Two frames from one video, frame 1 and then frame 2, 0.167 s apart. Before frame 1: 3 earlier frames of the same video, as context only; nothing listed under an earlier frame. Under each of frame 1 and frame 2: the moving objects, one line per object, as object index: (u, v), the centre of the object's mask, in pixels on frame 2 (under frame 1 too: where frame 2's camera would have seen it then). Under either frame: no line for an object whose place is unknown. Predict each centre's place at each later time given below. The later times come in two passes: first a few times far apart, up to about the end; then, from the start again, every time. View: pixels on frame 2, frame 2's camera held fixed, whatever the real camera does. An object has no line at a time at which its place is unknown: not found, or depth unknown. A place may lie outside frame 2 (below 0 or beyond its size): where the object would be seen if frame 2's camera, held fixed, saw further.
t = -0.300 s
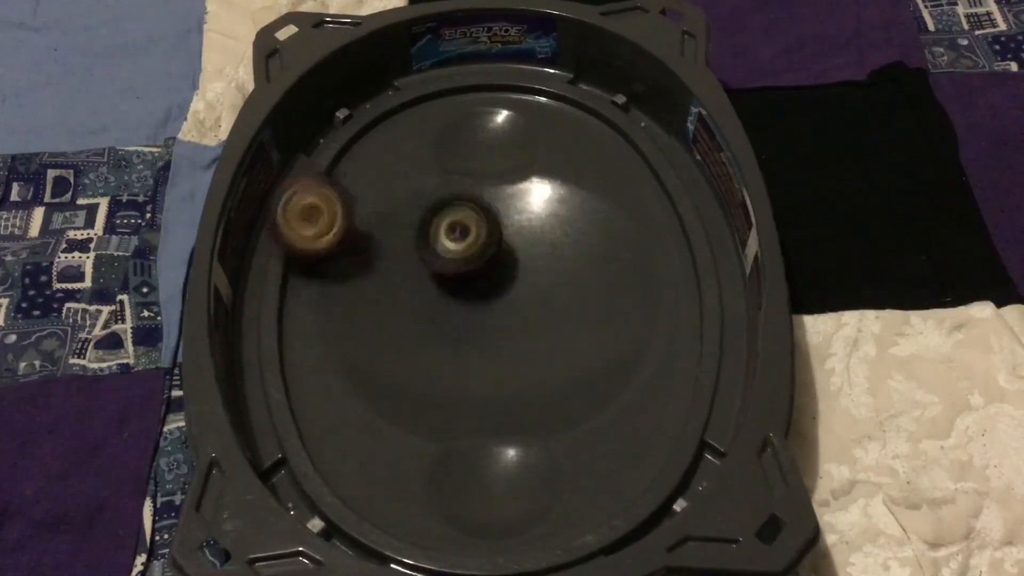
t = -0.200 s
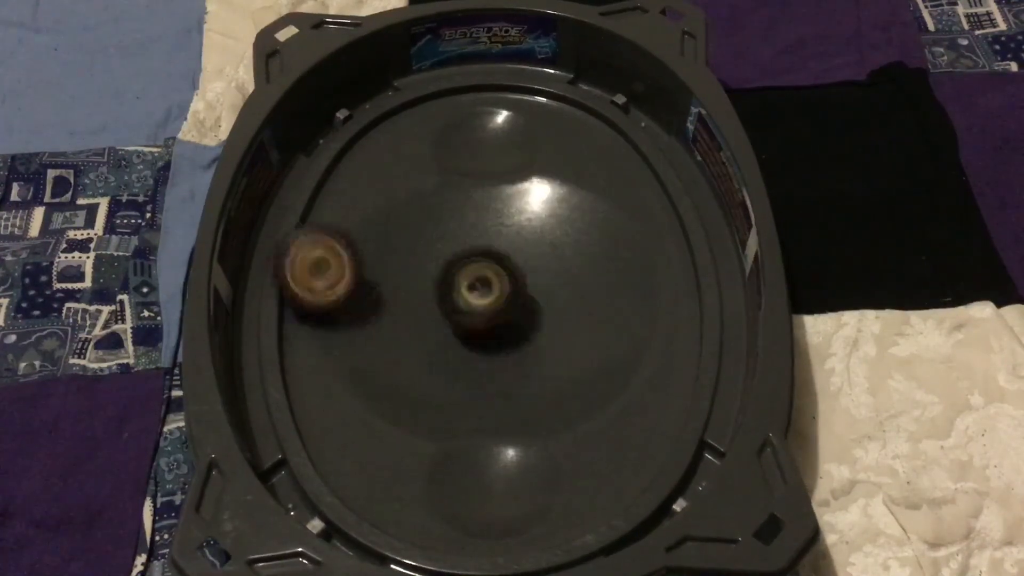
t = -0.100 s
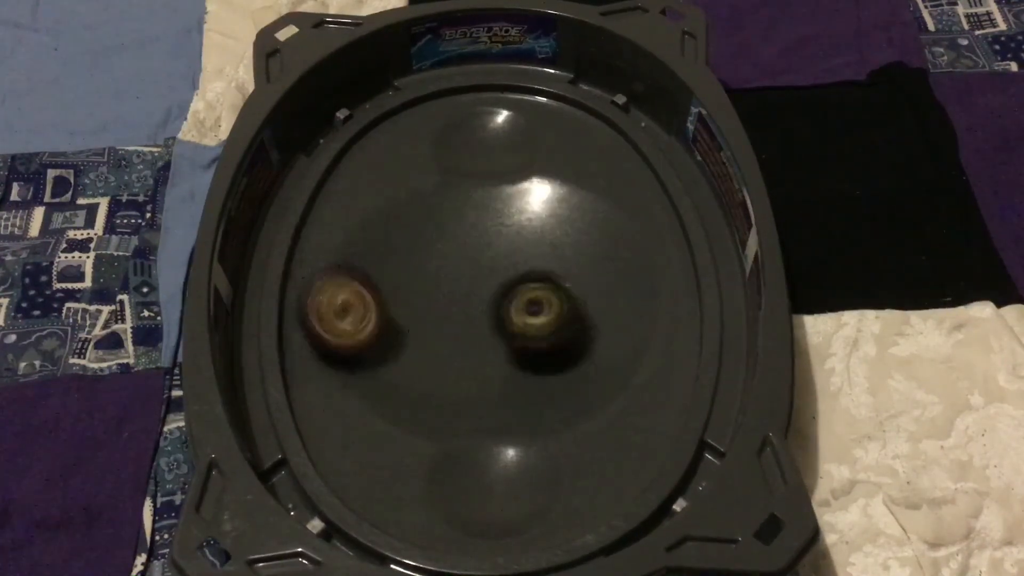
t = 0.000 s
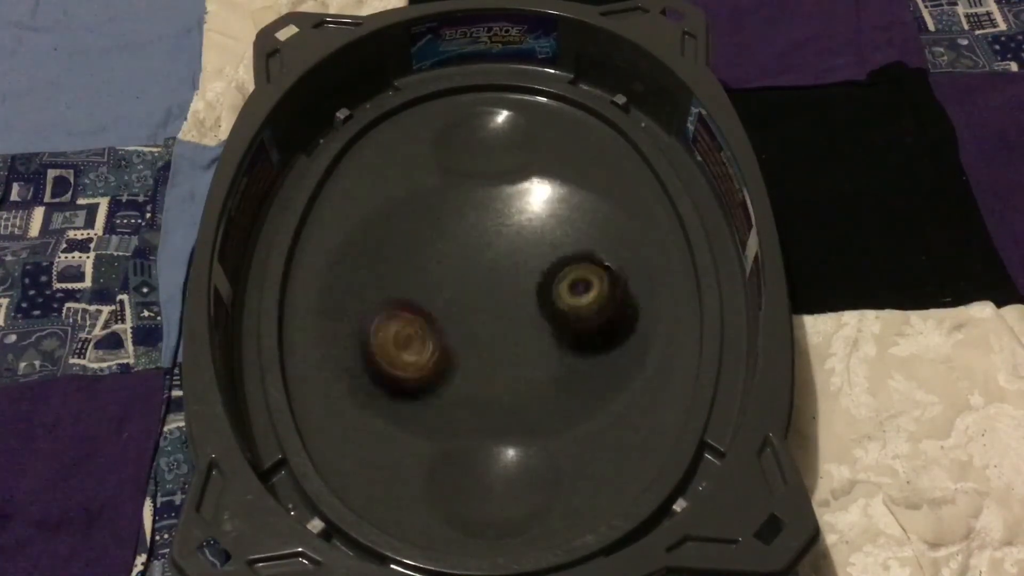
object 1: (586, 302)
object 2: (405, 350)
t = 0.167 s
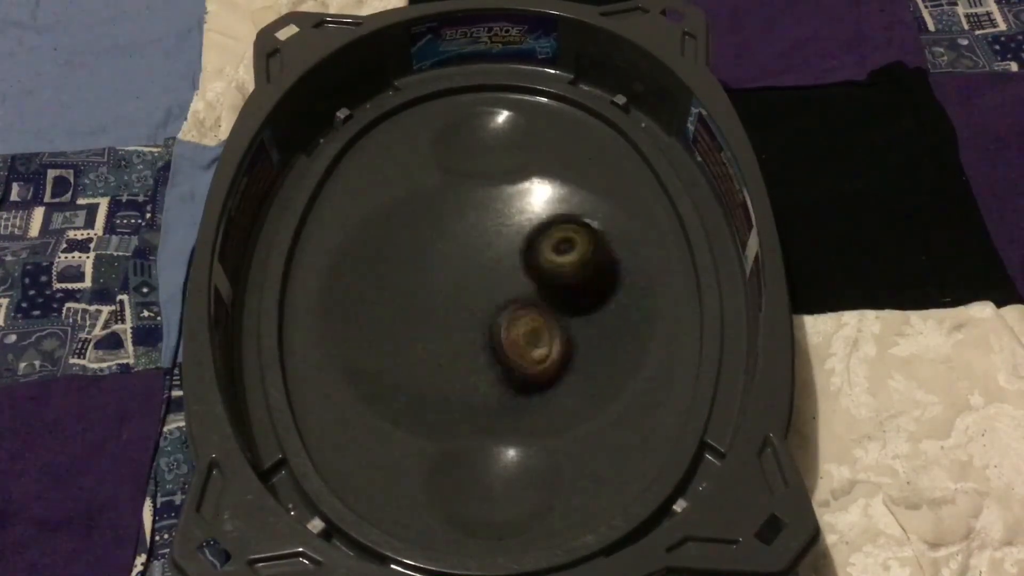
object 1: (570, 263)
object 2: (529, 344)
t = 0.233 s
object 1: (542, 252)
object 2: (555, 329)
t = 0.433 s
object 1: (424, 257)
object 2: (526, 344)
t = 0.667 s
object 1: (348, 313)
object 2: (442, 366)
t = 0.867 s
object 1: (372, 293)
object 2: (543, 383)
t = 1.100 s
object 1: (419, 232)
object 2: (572, 314)
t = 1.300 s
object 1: (449, 190)
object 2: (502, 257)
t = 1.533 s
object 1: (508, 106)
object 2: (491, 309)
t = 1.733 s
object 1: (503, 113)
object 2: (474, 297)
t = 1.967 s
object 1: (506, 149)
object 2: (443, 278)
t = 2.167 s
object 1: (501, 126)
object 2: (443, 279)
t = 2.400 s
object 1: (472, 197)
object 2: (481, 288)
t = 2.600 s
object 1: (379, 226)
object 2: (535, 346)
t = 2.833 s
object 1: (385, 319)
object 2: (547, 339)
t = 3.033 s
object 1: (469, 349)
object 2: (555, 296)
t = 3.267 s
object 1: (536, 330)
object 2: (515, 259)
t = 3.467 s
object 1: (545, 308)
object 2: (469, 282)
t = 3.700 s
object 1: (522, 265)
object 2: (454, 312)
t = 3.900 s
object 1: (514, 235)
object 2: (473, 325)
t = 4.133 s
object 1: (485, 215)
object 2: (497, 312)
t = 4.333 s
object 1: (461, 223)
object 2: (501, 315)
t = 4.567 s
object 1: (446, 250)
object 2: (501, 324)
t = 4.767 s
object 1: (450, 255)
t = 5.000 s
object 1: (455, 250)
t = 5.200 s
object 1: (453, 248)
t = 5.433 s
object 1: (480, 250)
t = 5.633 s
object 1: (492, 258)
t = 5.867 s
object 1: (507, 269)
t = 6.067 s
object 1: (513, 267)
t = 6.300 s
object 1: (511, 263)
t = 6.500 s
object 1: (504, 261)
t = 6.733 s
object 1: (519, 265)
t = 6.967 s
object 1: (526, 286)
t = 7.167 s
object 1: (547, 283)
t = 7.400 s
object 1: (528, 279)
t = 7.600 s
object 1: (524, 277)
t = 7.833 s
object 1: (523, 282)
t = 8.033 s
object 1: (523, 284)
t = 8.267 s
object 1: (519, 276)
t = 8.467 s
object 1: (520, 281)
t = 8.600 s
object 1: (522, 283)
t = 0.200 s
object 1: (557, 257)
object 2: (545, 335)
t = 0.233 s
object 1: (542, 252)
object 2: (555, 329)
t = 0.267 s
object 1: (523, 252)
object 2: (558, 325)
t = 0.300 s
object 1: (505, 256)
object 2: (555, 321)
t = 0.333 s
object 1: (488, 262)
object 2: (548, 318)
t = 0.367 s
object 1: (470, 263)
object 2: (542, 323)
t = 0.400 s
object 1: (445, 258)
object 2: (537, 335)
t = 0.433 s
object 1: (424, 257)
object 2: (526, 344)
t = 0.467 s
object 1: (402, 262)
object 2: (512, 352)
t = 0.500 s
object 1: (379, 266)
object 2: (493, 355)
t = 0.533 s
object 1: (366, 279)
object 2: (471, 356)
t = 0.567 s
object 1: (360, 301)
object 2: (448, 350)
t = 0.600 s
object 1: (349, 304)
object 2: (442, 352)
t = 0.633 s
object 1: (345, 306)
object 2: (441, 357)
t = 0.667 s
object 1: (348, 313)
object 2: (442, 366)
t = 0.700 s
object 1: (358, 327)
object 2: (444, 368)
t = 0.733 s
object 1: (356, 321)
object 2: (457, 374)
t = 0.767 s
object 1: (357, 314)
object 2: (483, 382)
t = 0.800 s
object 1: (360, 306)
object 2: (506, 385)
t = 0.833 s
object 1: (366, 300)
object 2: (525, 386)
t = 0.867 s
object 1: (372, 293)
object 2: (543, 383)
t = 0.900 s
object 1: (378, 287)
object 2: (559, 379)
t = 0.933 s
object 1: (388, 284)
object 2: (571, 371)
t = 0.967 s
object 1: (395, 274)
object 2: (580, 363)
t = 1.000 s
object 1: (401, 264)
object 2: (583, 353)
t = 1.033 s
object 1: (408, 253)
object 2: (583, 341)
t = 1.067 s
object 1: (414, 243)
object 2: (579, 326)
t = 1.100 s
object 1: (419, 232)
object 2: (572, 314)
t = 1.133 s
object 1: (424, 223)
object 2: (563, 300)
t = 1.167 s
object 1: (430, 215)
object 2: (550, 290)
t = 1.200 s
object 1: (435, 208)
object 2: (536, 279)
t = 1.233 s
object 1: (440, 202)
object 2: (524, 271)
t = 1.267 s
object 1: (445, 196)
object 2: (512, 264)
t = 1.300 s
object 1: (449, 190)
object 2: (502, 257)
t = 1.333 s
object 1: (455, 185)
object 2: (493, 254)
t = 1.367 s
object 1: (461, 182)
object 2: (484, 247)
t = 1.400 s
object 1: (472, 175)
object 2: (483, 258)
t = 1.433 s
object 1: (478, 165)
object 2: (485, 274)
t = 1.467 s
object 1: (485, 149)
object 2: (487, 289)
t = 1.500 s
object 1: (497, 131)
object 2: (490, 300)
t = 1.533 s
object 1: (508, 106)
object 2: (491, 309)
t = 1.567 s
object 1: (513, 87)
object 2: (492, 312)
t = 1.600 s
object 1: (515, 72)
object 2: (492, 312)
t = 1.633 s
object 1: (514, 71)
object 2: (490, 309)
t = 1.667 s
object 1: (512, 86)
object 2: (484, 303)
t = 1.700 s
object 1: (509, 106)
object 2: (479, 300)
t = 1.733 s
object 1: (503, 113)
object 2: (474, 297)
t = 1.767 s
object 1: (495, 125)
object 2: (468, 293)
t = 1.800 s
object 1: (489, 135)
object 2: (463, 290)
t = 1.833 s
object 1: (488, 144)
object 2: (458, 287)
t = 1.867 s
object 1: (491, 149)
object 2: (452, 283)
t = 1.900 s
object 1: (495, 152)
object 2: (449, 281)
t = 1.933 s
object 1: (501, 153)
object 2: (446, 280)
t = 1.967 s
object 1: (506, 149)
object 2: (443, 278)
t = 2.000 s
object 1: (511, 142)
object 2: (441, 277)
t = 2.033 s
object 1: (514, 135)
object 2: (440, 277)
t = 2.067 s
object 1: (517, 127)
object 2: (439, 276)
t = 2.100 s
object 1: (515, 123)
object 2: (439, 277)
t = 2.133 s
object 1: (510, 121)
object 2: (440, 278)
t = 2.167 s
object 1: (501, 126)
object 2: (443, 279)
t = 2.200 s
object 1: (490, 124)
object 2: (447, 281)
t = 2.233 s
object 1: (479, 130)
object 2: (451, 283)
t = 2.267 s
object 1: (472, 137)
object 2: (456, 283)
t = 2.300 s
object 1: (471, 145)
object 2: (462, 285)
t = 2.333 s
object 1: (472, 155)
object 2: (468, 286)
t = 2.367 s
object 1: (472, 172)
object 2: (475, 288)
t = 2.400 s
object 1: (472, 197)
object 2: (481, 288)
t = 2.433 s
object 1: (463, 212)
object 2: (489, 289)
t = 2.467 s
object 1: (451, 223)
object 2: (498, 301)
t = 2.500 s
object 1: (434, 216)
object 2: (512, 322)
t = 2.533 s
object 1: (415, 216)
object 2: (522, 335)
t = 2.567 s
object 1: (395, 220)
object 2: (530, 343)
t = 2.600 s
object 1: (379, 226)
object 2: (535, 346)
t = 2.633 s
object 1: (366, 235)
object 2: (537, 347)
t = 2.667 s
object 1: (363, 253)
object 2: (539, 348)
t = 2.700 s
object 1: (358, 266)
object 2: (542, 349)
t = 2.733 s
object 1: (358, 279)
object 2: (544, 348)
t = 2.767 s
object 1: (364, 294)
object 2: (546, 345)
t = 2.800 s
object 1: (371, 306)
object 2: (547, 343)
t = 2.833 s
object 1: (385, 319)
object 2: (547, 339)
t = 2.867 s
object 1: (401, 328)
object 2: (544, 335)
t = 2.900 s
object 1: (419, 336)
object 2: (542, 330)
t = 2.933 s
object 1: (440, 341)
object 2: (538, 327)
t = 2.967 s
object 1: (460, 342)
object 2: (537, 321)
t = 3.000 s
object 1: (463, 348)
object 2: (548, 307)
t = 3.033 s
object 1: (469, 349)
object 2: (555, 296)
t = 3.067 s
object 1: (480, 348)
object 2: (559, 286)
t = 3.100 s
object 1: (494, 347)
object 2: (554, 280)
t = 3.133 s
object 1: (505, 344)
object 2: (548, 276)
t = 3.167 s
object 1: (517, 338)
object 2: (540, 270)
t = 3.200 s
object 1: (524, 335)
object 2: (536, 266)
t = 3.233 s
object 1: (530, 332)
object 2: (527, 261)
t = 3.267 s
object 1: (536, 330)
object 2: (515, 259)
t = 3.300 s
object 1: (541, 330)
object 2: (505, 260)
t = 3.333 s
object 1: (546, 326)
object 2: (493, 263)
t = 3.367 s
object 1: (548, 322)
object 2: (486, 268)
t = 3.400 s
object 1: (547, 317)
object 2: (480, 272)
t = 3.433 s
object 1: (547, 312)
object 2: (474, 277)
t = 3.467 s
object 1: (545, 308)
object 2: (469, 282)
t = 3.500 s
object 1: (538, 303)
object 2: (465, 287)
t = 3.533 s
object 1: (535, 298)
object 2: (458, 292)
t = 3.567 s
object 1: (533, 293)
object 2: (455, 297)
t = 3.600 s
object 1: (528, 288)
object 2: (454, 301)
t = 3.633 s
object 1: (526, 277)
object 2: (450, 305)
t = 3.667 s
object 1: (524, 270)
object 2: (451, 309)
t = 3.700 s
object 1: (522, 265)
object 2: (454, 312)
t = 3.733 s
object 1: (518, 262)
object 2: (460, 317)
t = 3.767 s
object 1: (515, 258)
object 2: (463, 318)
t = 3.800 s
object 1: (514, 253)
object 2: (465, 320)
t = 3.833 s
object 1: (516, 249)
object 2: (464, 325)
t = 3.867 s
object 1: (515, 241)
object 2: (467, 327)
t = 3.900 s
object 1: (514, 235)
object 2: (473, 325)
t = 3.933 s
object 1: (510, 229)
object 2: (478, 324)
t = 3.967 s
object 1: (508, 226)
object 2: (482, 320)
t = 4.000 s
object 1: (504, 224)
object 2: (484, 317)
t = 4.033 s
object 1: (499, 223)
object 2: (487, 313)
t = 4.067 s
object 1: (494, 220)
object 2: (489, 311)
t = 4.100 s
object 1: (490, 216)
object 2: (494, 313)
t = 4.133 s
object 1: (485, 215)
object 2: (497, 312)
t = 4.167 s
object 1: (481, 218)
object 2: (499, 308)
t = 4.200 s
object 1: (476, 219)
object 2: (497, 304)
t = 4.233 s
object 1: (471, 219)
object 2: (494, 304)
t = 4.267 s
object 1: (465, 218)
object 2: (493, 304)
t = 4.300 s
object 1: (463, 221)
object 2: (498, 309)
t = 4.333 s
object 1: (461, 223)
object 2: (501, 315)
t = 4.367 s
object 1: (455, 226)
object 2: (504, 317)
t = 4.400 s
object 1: (451, 223)
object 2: (504, 318)
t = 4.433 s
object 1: (447, 225)
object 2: (501, 318)
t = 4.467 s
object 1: (446, 230)
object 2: (499, 321)
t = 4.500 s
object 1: (445, 237)
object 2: (499, 323)
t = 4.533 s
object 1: (444, 244)
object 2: (500, 324)
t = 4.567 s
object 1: (446, 250)
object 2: (501, 324)
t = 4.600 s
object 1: (450, 253)
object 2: (503, 327)
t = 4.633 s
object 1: (449, 254)
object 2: (511, 333)
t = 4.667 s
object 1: (452, 259)
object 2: (519, 337)
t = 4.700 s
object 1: (453, 261)
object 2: (522, 338)
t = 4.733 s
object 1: (448, 255)
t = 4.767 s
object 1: (450, 255)
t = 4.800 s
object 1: (455, 263)
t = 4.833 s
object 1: (455, 264)
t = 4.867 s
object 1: (457, 265)
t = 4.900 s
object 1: (461, 267)
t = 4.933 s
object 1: (460, 260)
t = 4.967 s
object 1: (457, 253)
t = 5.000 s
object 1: (455, 250)
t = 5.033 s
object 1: (453, 247)
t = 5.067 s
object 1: (450, 245)
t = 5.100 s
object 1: (450, 244)
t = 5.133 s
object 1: (450, 244)
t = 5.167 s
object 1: (451, 245)
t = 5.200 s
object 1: (453, 248)
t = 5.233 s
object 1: (454, 249)
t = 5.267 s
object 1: (455, 252)
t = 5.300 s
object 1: (459, 249)
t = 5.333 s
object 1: (467, 250)
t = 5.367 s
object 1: (467, 249)
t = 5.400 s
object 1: (475, 250)
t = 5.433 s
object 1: (480, 250)
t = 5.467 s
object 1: (483, 252)
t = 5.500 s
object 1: (480, 247)
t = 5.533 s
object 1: (484, 245)
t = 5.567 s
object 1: (490, 249)
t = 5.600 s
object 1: (492, 254)
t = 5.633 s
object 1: (492, 258)
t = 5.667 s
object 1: (494, 261)
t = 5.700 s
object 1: (497, 265)
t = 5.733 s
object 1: (503, 266)
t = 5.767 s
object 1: (509, 267)
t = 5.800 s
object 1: (509, 270)
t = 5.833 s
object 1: (506, 270)
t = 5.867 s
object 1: (507, 269)
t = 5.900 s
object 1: (511, 269)
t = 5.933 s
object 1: (513, 266)
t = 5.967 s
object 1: (512, 270)
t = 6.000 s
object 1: (509, 270)
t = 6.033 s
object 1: (509, 267)
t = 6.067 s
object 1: (513, 267)
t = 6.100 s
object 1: (514, 264)
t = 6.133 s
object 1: (511, 266)
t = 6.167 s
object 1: (508, 266)
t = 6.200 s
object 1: (510, 257)
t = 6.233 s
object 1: (518, 262)
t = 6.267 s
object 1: (515, 261)
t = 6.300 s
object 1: (511, 263)
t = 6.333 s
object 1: (510, 260)
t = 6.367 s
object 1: (512, 259)
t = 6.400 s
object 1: (511, 258)
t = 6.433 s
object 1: (506, 261)
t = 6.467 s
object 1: (502, 263)
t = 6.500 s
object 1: (504, 261)
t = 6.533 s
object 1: (516, 259)
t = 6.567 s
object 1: (521, 265)
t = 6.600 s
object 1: (518, 269)
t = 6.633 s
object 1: (515, 270)
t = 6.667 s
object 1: (515, 265)
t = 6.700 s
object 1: (518, 264)
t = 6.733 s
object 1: (519, 265)
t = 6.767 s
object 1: (517, 266)
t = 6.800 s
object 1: (528, 273)
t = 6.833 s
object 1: (531, 280)
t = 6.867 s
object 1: (530, 284)
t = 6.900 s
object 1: (526, 285)
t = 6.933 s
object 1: (526, 287)
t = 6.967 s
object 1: (526, 286)
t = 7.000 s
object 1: (526, 282)
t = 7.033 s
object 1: (534, 281)
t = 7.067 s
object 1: (546, 282)
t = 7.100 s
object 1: (551, 281)
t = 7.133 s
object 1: (551, 282)
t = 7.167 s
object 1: (547, 283)
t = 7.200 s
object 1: (540, 284)
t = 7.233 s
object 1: (531, 284)
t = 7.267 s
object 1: (525, 281)
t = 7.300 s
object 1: (524, 280)
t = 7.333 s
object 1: (526, 279)
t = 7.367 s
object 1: (528, 279)
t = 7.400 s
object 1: (528, 279)
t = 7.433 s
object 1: (528, 278)
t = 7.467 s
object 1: (526, 276)
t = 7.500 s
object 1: (526, 275)
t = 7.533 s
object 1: (526, 275)
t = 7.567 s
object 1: (525, 276)
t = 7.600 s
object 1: (524, 277)
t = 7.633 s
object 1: (523, 278)
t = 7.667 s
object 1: (523, 276)
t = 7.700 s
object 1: (525, 276)
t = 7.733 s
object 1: (528, 281)
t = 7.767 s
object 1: (527, 282)
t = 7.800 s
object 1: (525, 282)
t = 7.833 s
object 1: (523, 282)
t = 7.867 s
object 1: (523, 283)
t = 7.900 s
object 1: (520, 281)
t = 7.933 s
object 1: (522, 283)
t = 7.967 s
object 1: (523, 284)
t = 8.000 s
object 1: (523, 284)
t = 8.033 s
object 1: (523, 284)
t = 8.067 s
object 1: (522, 283)
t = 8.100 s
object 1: (521, 282)
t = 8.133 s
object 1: (520, 280)
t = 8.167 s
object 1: (520, 279)
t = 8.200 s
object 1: (520, 277)
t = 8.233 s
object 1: (519, 276)
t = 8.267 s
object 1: (519, 276)
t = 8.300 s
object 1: (519, 275)
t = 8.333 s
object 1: (519, 276)
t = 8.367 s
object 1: (519, 277)
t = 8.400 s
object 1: (520, 278)
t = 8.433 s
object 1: (520, 279)
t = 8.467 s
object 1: (520, 281)
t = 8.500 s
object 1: (521, 282)
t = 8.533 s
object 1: (522, 282)
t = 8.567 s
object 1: (522, 283)
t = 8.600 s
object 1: (522, 283)
